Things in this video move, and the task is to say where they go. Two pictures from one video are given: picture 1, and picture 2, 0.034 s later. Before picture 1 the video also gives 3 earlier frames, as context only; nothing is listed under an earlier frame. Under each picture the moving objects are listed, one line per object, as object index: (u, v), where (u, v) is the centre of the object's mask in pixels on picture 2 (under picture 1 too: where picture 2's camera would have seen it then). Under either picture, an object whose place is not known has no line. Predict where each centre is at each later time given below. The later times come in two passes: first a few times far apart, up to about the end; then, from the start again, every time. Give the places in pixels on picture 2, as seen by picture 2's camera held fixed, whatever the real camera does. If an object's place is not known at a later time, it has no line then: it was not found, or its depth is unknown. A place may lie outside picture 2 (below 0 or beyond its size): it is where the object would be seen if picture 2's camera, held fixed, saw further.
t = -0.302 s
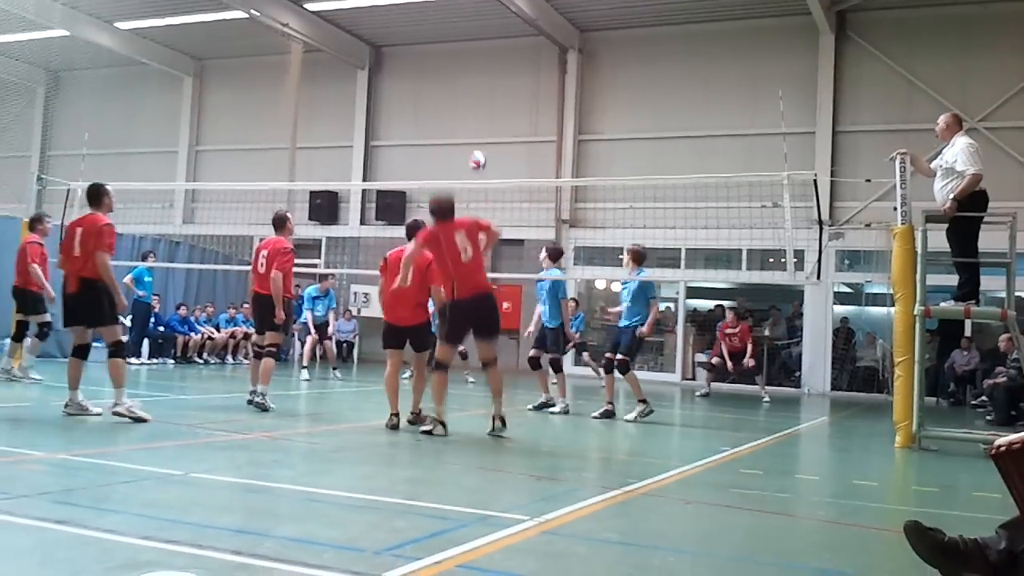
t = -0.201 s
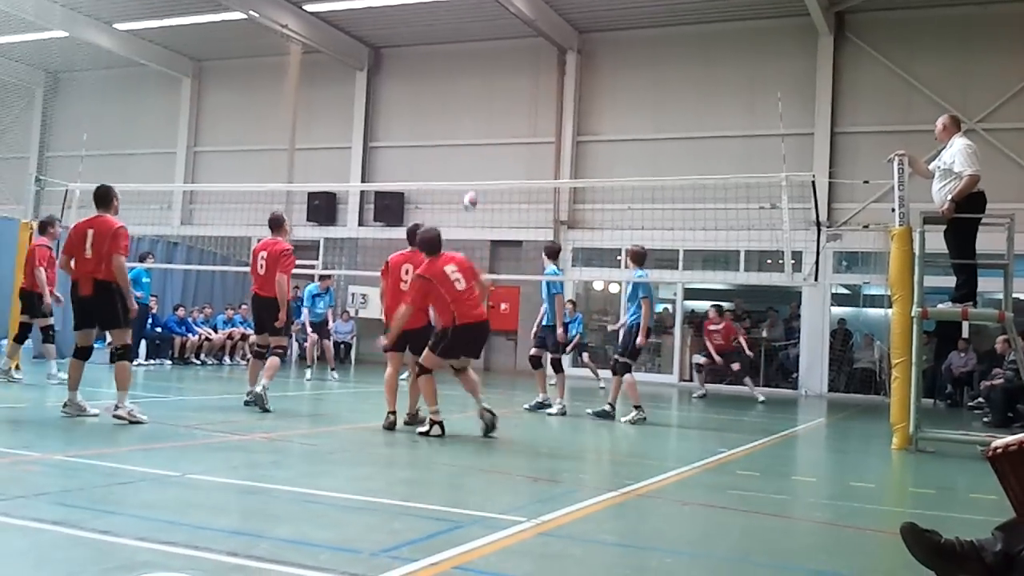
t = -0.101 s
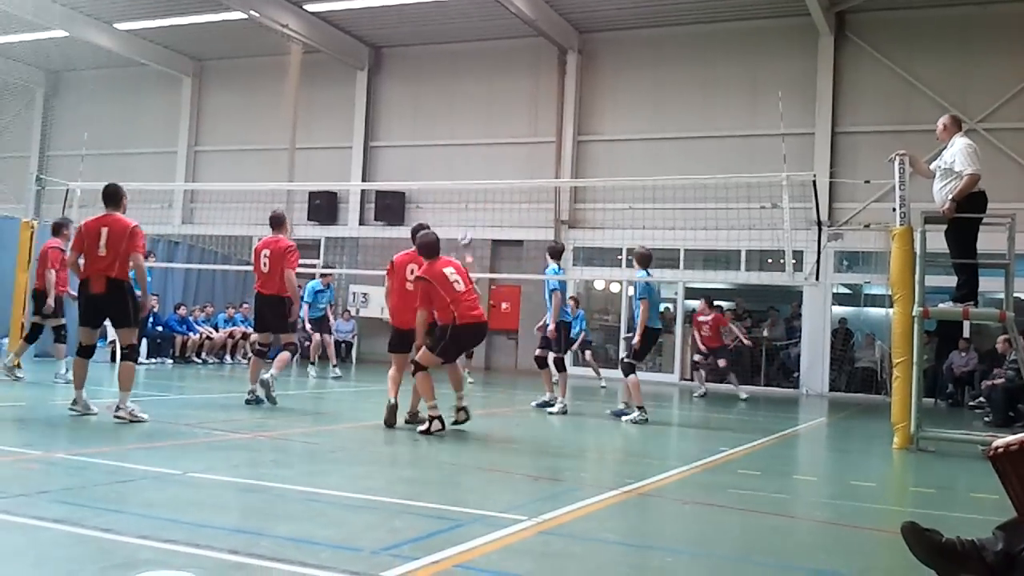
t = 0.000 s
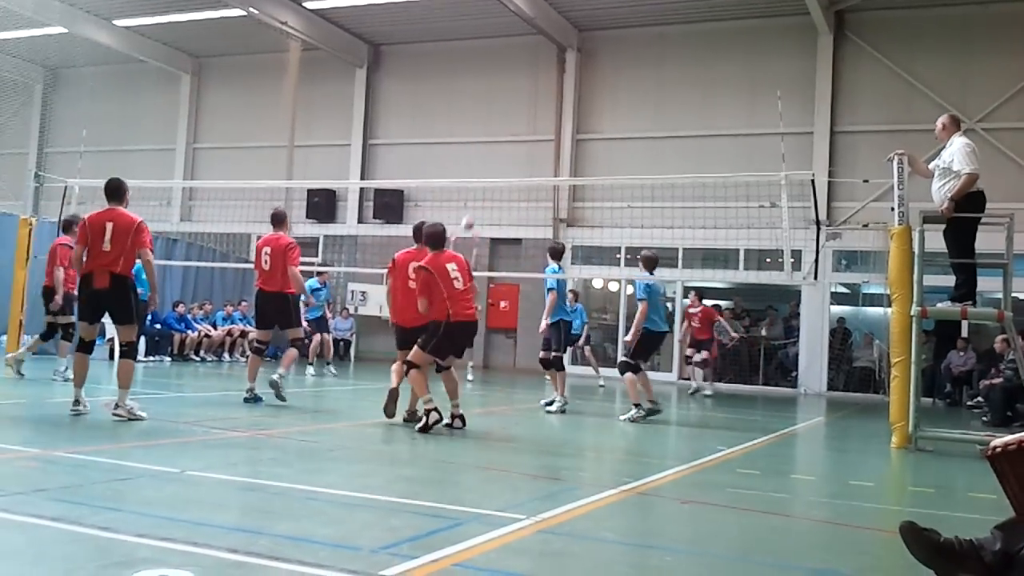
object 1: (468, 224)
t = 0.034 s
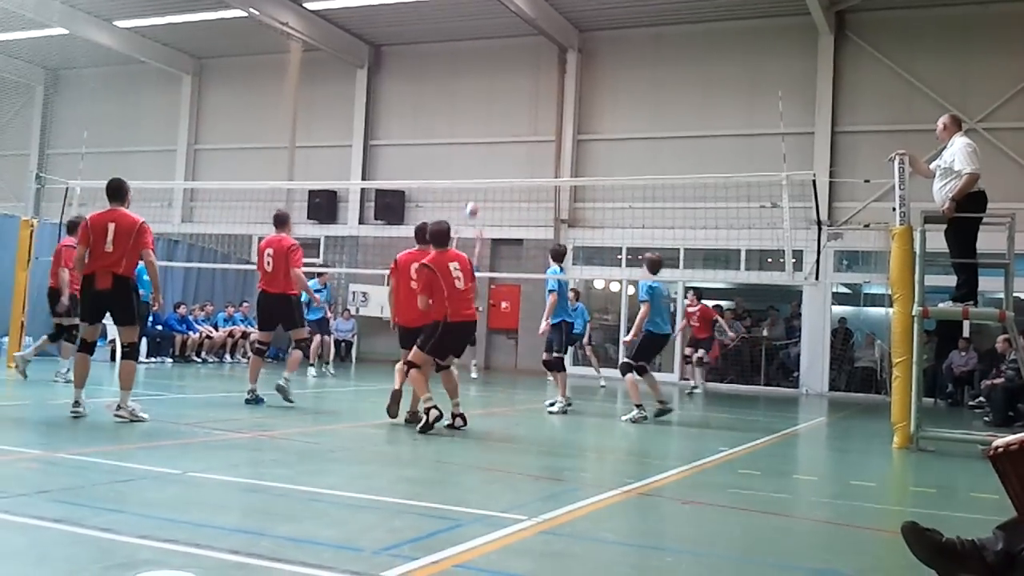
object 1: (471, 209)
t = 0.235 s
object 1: (490, 137)
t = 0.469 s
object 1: (513, 81)
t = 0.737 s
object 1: (539, 58)
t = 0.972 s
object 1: (560, 79)
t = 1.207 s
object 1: (580, 146)
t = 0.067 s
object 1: (474, 197)
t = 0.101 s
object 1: (477, 178)
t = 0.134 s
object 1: (480, 171)
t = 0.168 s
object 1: (484, 159)
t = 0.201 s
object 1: (487, 147)
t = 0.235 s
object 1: (490, 137)
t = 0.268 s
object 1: (493, 128)
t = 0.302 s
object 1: (496, 118)
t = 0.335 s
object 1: (500, 109)
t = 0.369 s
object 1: (503, 101)
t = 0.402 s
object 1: (507, 93)
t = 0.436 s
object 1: (510, 87)
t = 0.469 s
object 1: (513, 81)
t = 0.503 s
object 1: (516, 75)
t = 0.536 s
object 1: (519, 70)
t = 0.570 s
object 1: (523, 66)
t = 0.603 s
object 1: (526, 63)
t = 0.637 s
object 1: (529, 61)
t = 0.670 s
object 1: (533, 59)
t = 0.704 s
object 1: (536, 58)
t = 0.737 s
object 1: (539, 58)
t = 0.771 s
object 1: (542, 58)
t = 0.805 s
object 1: (544, 59)
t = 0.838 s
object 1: (548, 62)
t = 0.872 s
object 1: (551, 66)
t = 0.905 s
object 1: (554, 69)
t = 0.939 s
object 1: (557, 73)
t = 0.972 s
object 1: (560, 79)
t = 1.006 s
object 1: (563, 86)
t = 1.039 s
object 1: (565, 94)
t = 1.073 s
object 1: (568, 102)
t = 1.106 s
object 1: (571, 110)
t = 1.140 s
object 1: (573, 121)
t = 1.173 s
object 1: (577, 133)
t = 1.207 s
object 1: (580, 146)
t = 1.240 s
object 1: (582, 159)
